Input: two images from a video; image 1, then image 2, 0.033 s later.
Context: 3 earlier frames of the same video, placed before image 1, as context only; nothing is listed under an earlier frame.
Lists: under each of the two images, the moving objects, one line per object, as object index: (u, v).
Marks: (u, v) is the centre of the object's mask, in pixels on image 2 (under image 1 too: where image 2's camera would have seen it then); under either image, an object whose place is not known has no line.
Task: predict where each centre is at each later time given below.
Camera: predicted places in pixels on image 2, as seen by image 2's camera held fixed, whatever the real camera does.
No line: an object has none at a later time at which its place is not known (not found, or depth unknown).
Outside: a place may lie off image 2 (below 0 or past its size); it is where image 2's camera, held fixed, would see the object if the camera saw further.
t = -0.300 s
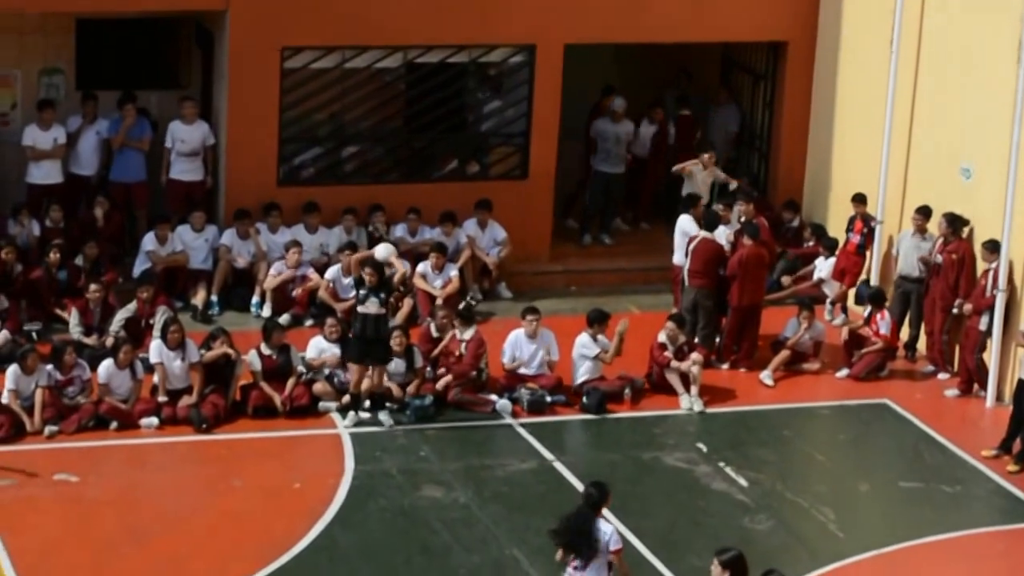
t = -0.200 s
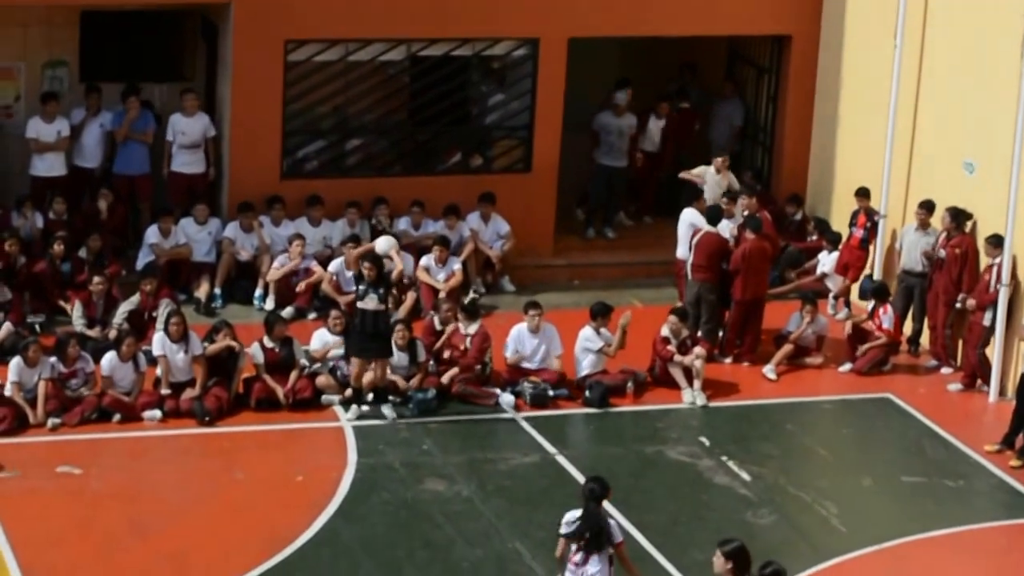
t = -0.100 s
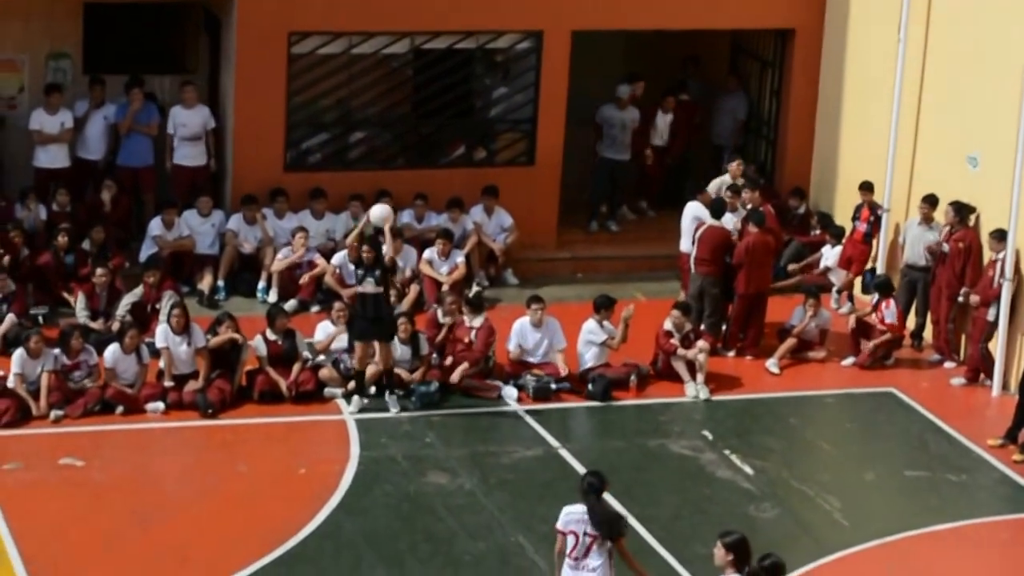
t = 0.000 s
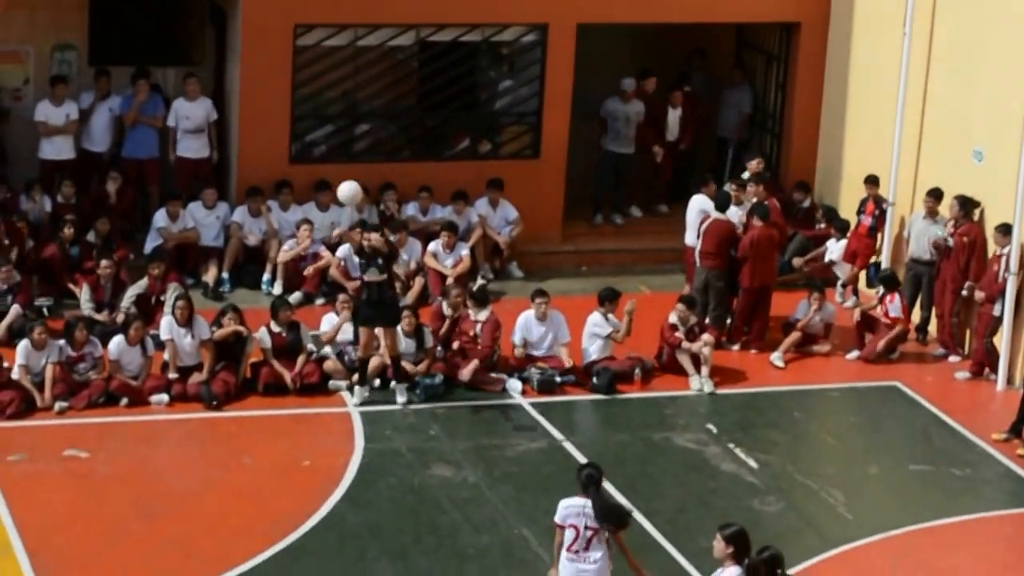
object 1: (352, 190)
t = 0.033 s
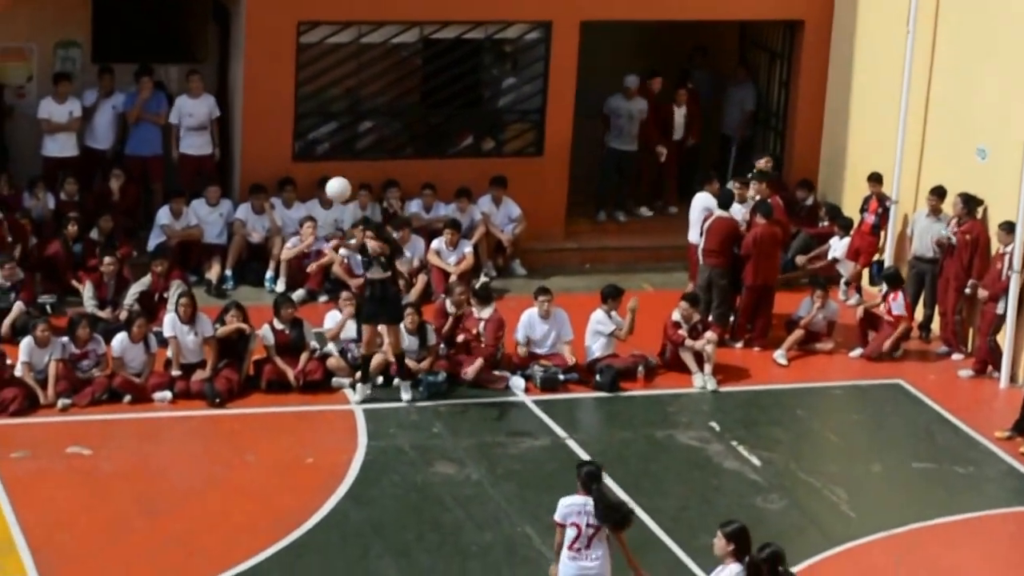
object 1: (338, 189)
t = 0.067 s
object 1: (324, 190)
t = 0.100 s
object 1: (308, 191)
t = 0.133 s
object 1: (293, 194)
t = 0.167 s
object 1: (277, 198)
